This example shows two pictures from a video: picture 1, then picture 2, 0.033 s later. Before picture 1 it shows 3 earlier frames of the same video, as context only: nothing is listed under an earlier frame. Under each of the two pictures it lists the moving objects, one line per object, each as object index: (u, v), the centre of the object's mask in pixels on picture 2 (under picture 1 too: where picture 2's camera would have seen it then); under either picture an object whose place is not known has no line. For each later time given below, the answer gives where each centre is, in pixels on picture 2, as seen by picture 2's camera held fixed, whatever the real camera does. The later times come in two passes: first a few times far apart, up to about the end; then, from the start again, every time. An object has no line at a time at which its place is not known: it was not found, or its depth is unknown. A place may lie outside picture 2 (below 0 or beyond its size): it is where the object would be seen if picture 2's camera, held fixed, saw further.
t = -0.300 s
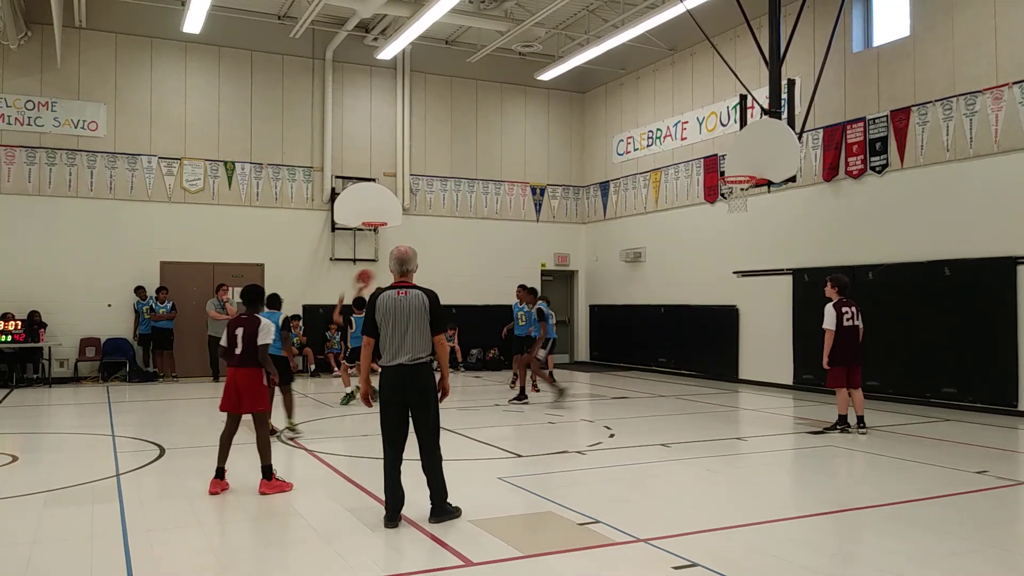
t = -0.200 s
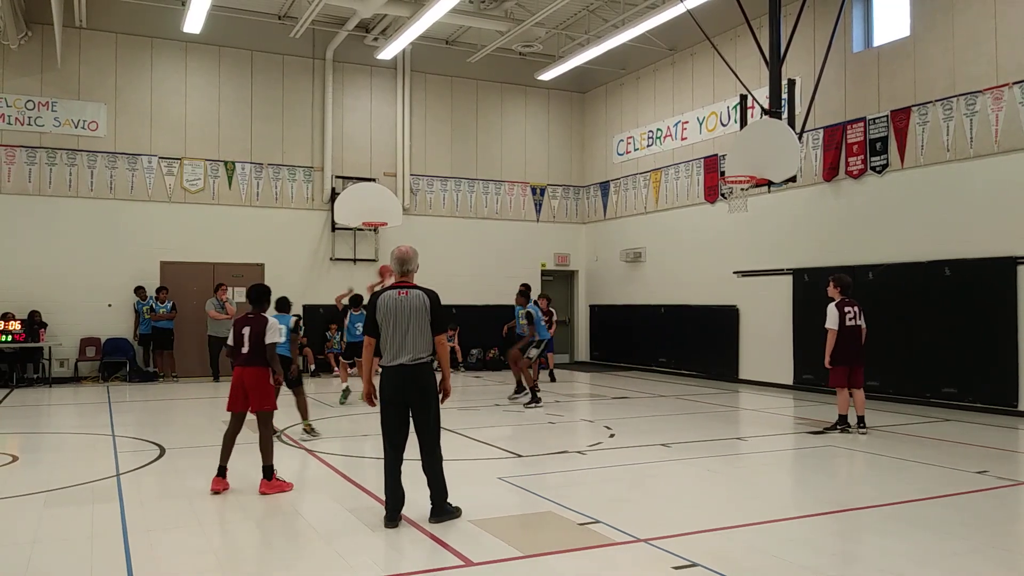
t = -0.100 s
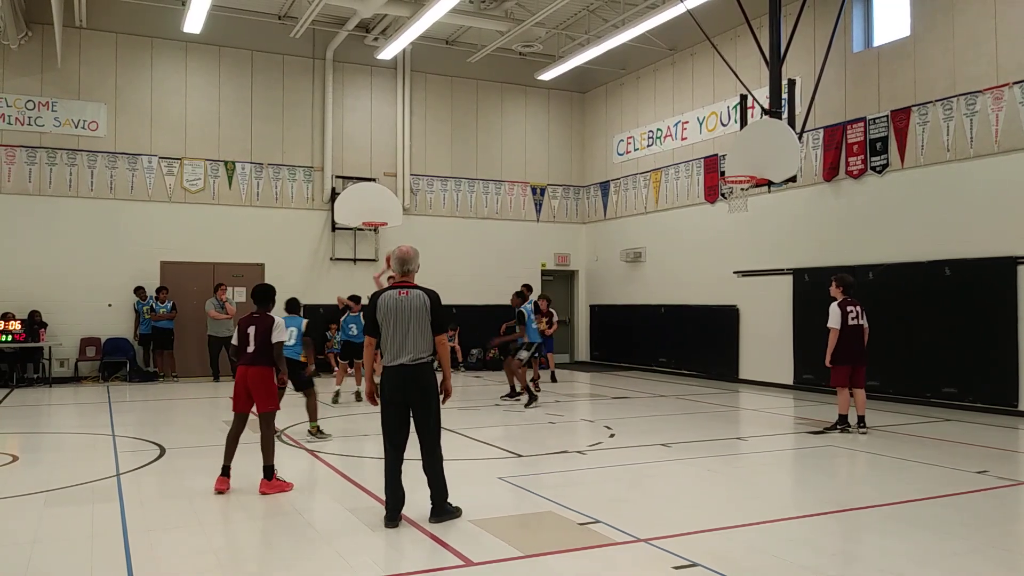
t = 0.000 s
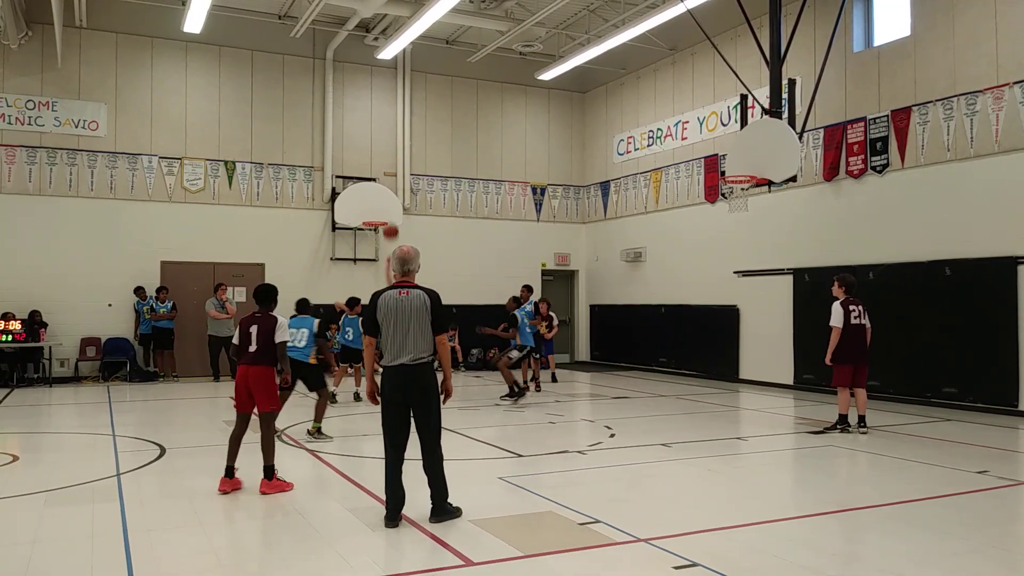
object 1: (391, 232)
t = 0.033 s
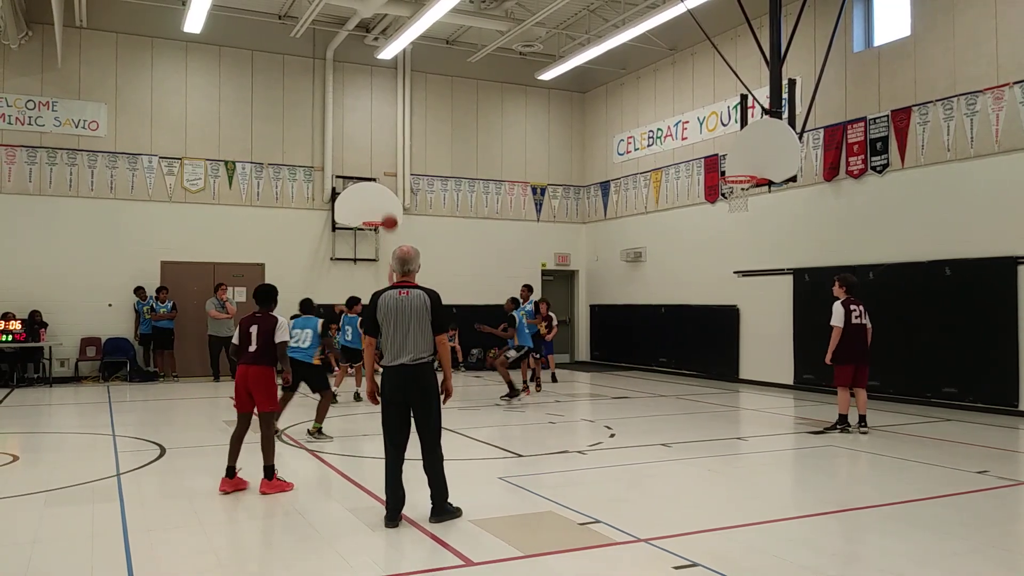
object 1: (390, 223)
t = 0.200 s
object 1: (382, 184)
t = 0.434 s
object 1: (369, 156)
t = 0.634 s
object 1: (353, 170)
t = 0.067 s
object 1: (388, 213)
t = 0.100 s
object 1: (387, 206)
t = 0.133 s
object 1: (385, 198)
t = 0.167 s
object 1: (383, 191)
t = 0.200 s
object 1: (382, 184)
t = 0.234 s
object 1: (381, 178)
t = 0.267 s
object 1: (379, 173)
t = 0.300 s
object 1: (377, 168)
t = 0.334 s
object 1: (375, 163)
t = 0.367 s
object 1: (374, 160)
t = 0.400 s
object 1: (371, 158)
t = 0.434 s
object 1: (369, 156)
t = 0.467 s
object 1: (367, 155)
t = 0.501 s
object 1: (364, 156)
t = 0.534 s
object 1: (362, 158)
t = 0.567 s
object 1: (359, 160)
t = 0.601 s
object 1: (356, 164)
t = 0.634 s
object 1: (353, 170)
